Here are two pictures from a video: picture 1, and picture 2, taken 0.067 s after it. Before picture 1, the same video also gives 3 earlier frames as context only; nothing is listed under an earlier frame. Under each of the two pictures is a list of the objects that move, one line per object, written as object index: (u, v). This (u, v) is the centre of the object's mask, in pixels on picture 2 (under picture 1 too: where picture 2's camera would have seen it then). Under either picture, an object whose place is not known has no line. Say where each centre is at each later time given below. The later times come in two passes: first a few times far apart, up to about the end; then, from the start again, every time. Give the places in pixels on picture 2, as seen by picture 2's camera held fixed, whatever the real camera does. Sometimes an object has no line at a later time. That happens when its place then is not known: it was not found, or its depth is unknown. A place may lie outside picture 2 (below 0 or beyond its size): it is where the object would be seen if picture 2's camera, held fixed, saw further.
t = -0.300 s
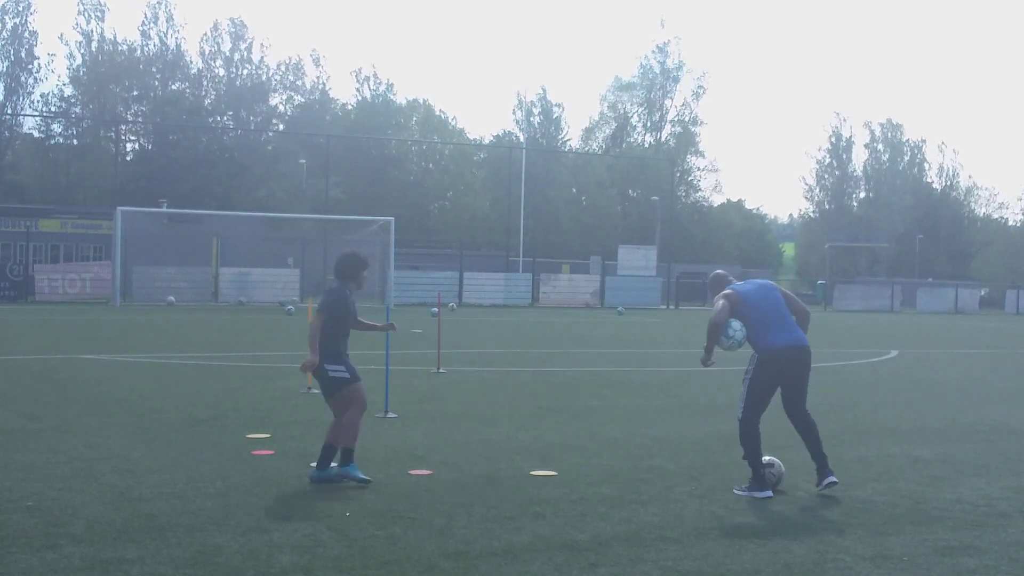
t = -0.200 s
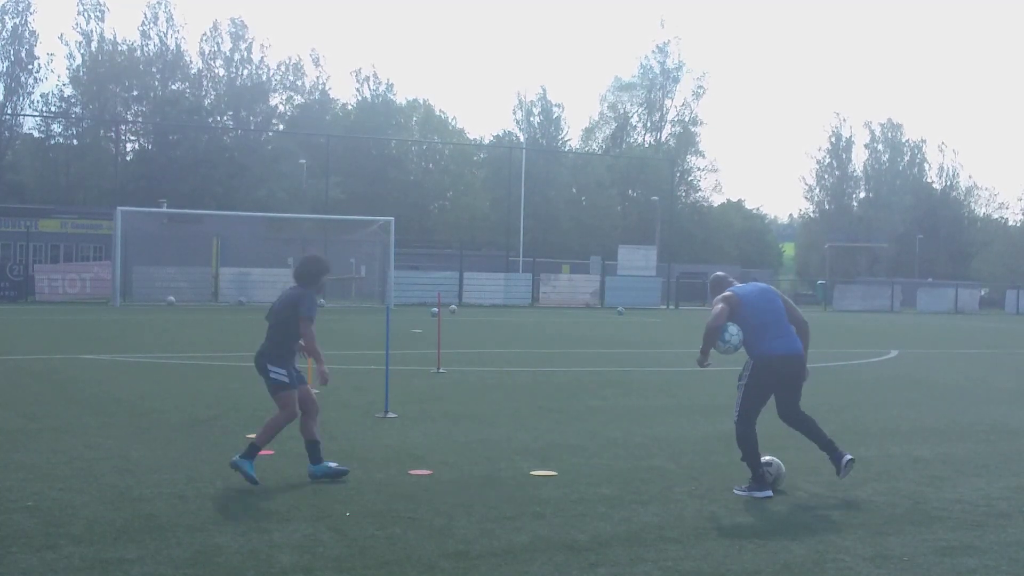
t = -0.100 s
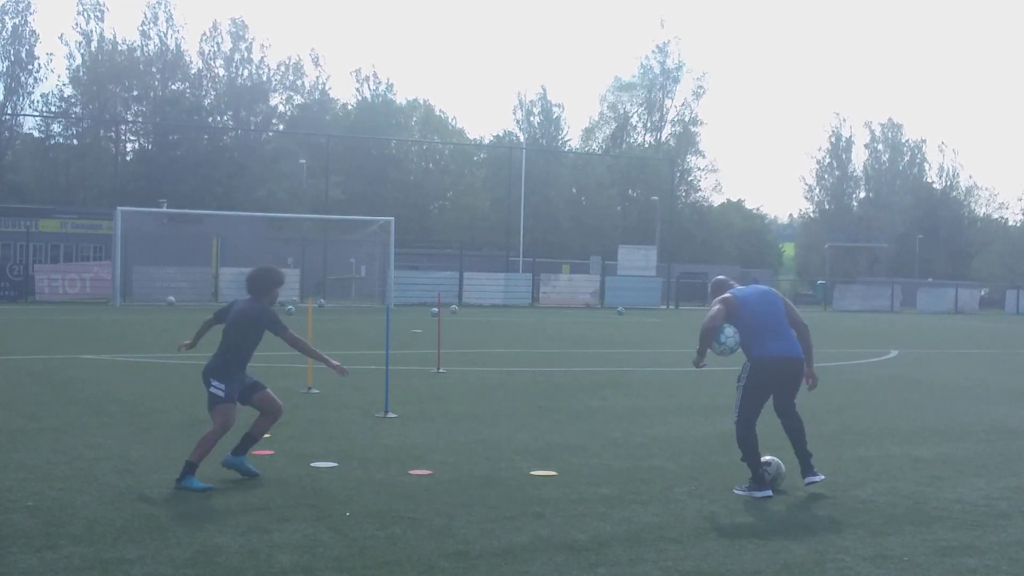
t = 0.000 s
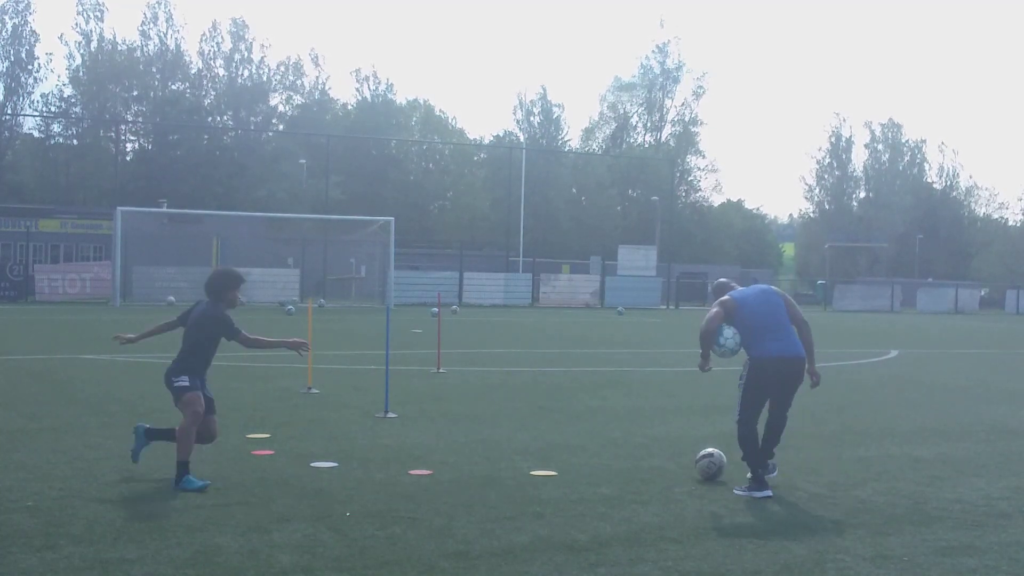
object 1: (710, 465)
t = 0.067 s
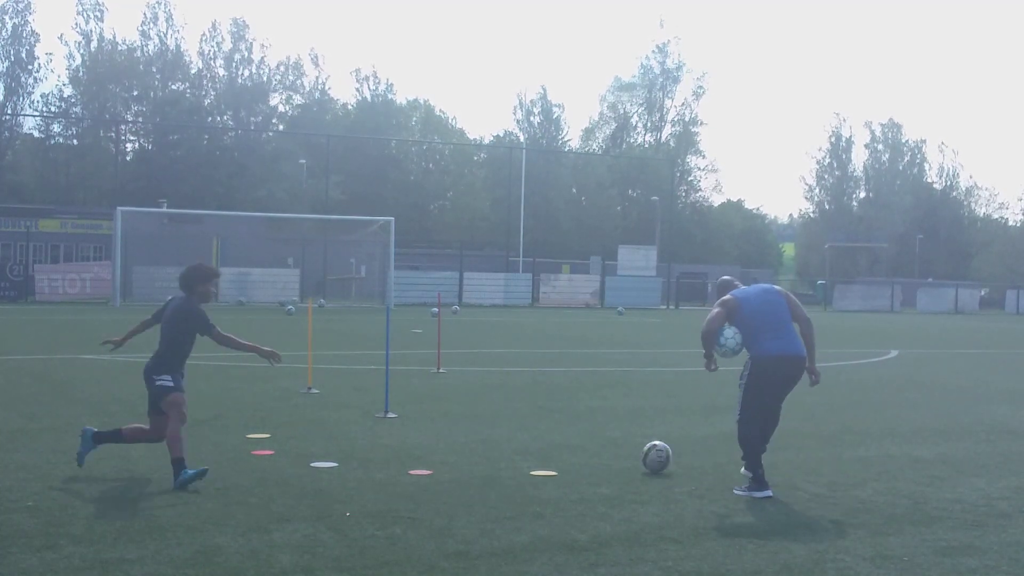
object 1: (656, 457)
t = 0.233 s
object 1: (544, 443)
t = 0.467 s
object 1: (431, 429)
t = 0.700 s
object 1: (346, 419)
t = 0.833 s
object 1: (303, 413)
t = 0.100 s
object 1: (632, 453)
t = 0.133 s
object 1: (607, 451)
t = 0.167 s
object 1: (585, 449)
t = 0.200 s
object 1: (564, 445)
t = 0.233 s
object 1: (544, 443)
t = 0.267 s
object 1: (524, 442)
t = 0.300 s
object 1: (507, 438)
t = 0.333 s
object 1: (491, 435)
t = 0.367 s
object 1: (475, 434)
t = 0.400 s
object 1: (459, 433)
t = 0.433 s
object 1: (445, 430)
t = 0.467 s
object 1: (431, 429)
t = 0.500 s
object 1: (418, 428)
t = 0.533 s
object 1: (405, 426)
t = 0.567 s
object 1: (393, 424)
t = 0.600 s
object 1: (381, 423)
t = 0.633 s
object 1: (370, 421)
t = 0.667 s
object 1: (358, 419)
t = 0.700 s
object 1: (346, 419)
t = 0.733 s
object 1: (336, 417)
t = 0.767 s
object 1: (325, 415)
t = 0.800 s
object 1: (314, 414)
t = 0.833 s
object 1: (303, 413)
